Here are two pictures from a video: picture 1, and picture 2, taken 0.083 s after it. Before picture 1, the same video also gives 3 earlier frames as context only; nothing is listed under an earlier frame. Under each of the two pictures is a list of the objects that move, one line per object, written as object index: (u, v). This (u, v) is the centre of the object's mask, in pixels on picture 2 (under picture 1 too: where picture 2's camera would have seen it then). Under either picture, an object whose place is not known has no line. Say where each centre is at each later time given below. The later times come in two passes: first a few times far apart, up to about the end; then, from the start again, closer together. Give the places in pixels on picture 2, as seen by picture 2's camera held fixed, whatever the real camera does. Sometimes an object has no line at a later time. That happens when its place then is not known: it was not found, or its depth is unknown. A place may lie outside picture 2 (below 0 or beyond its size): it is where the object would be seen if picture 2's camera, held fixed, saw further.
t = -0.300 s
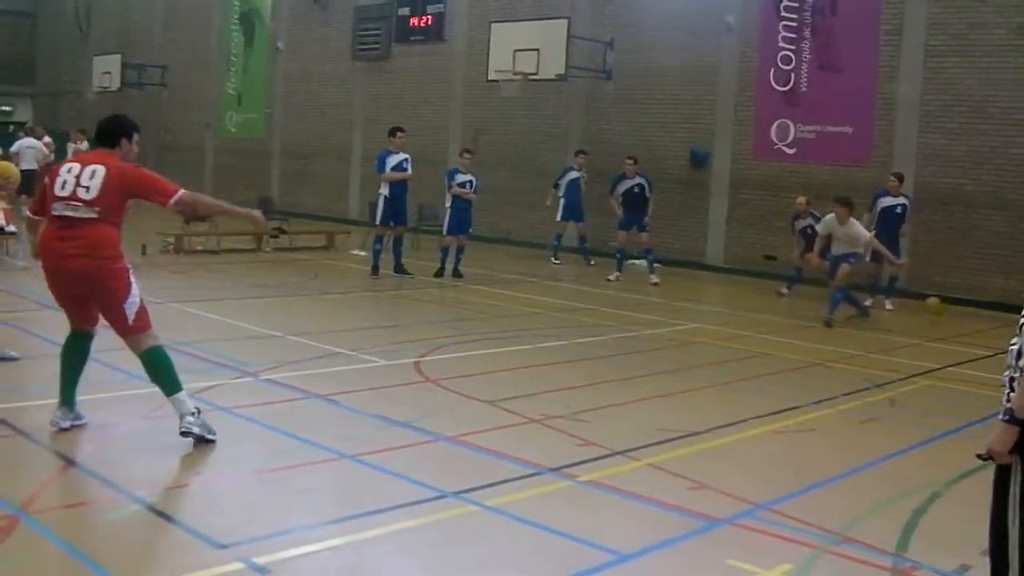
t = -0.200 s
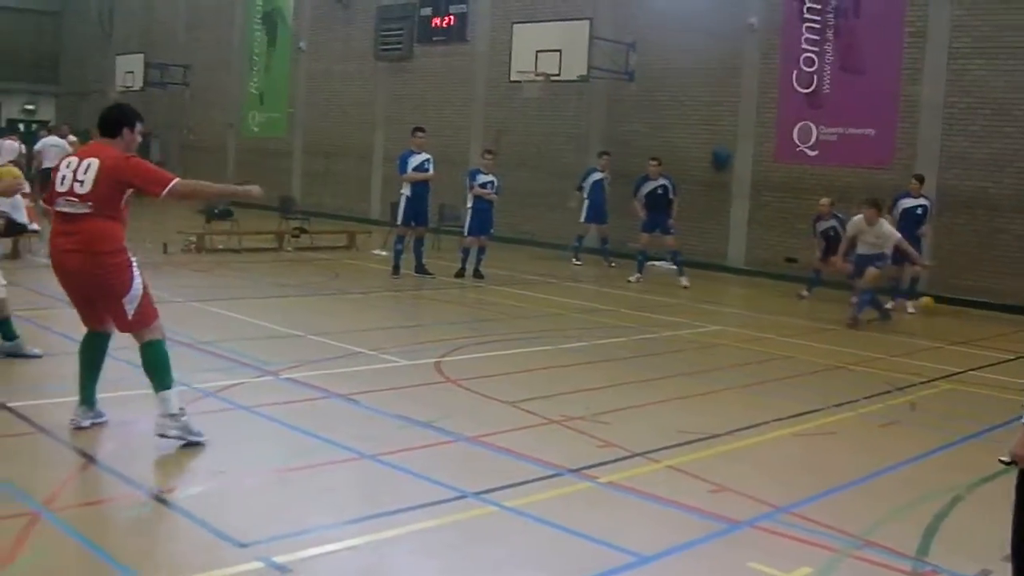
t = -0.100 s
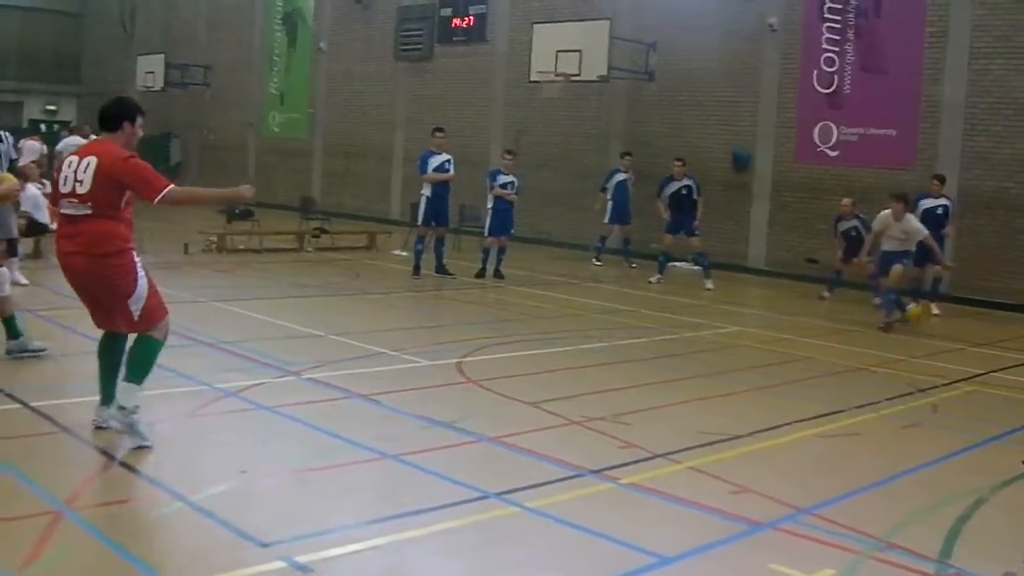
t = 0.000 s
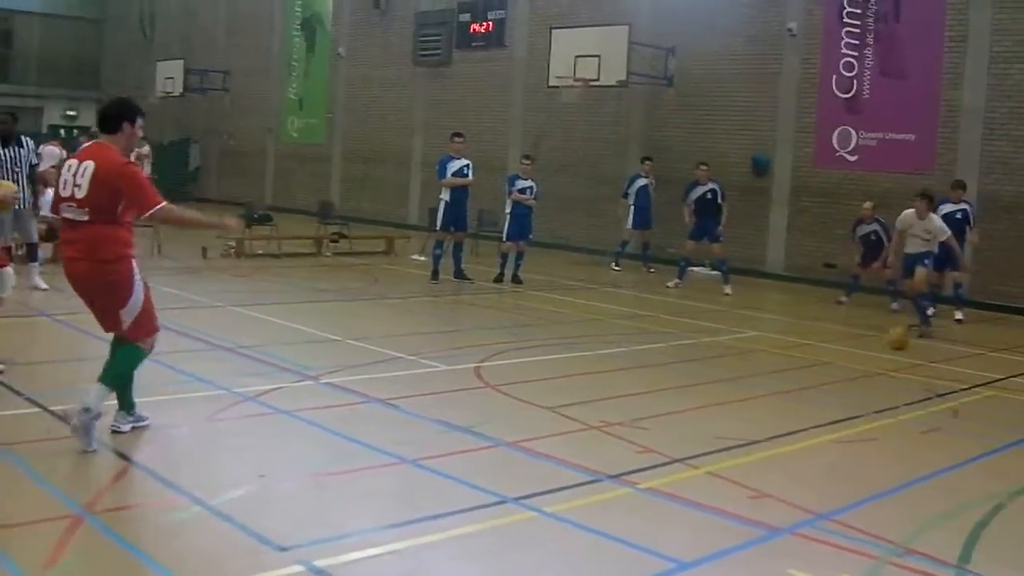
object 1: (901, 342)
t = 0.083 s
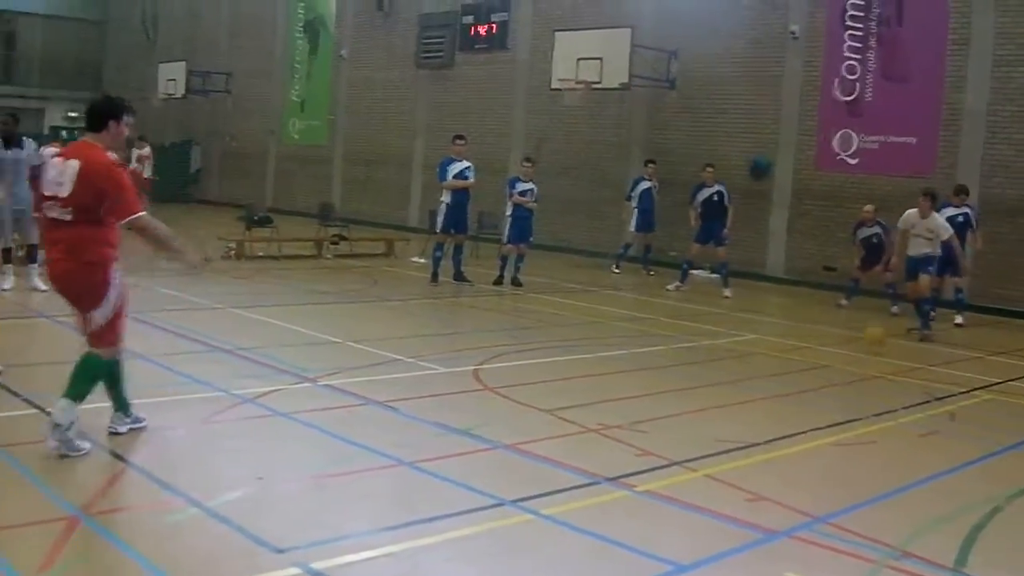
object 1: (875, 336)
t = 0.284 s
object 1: (809, 341)
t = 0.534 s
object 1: (722, 339)
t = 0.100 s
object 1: (867, 333)
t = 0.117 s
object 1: (865, 331)
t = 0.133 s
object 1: (860, 328)
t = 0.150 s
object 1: (856, 329)
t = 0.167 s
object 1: (849, 329)
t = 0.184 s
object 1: (843, 330)
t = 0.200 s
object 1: (838, 330)
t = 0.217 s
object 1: (828, 332)
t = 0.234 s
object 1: (825, 333)
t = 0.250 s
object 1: (821, 334)
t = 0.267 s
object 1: (816, 336)
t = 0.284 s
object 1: (809, 341)
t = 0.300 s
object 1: (800, 342)
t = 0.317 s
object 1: (790, 346)
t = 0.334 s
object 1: (786, 348)
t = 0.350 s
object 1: (781, 351)
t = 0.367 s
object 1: (776, 354)
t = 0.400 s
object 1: (765, 351)
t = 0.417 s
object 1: (759, 350)
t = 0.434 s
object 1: (753, 348)
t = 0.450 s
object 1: (748, 345)
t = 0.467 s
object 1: (744, 342)
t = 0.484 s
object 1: (738, 341)
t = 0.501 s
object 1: (731, 339)
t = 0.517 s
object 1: (725, 339)
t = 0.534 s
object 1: (722, 339)
